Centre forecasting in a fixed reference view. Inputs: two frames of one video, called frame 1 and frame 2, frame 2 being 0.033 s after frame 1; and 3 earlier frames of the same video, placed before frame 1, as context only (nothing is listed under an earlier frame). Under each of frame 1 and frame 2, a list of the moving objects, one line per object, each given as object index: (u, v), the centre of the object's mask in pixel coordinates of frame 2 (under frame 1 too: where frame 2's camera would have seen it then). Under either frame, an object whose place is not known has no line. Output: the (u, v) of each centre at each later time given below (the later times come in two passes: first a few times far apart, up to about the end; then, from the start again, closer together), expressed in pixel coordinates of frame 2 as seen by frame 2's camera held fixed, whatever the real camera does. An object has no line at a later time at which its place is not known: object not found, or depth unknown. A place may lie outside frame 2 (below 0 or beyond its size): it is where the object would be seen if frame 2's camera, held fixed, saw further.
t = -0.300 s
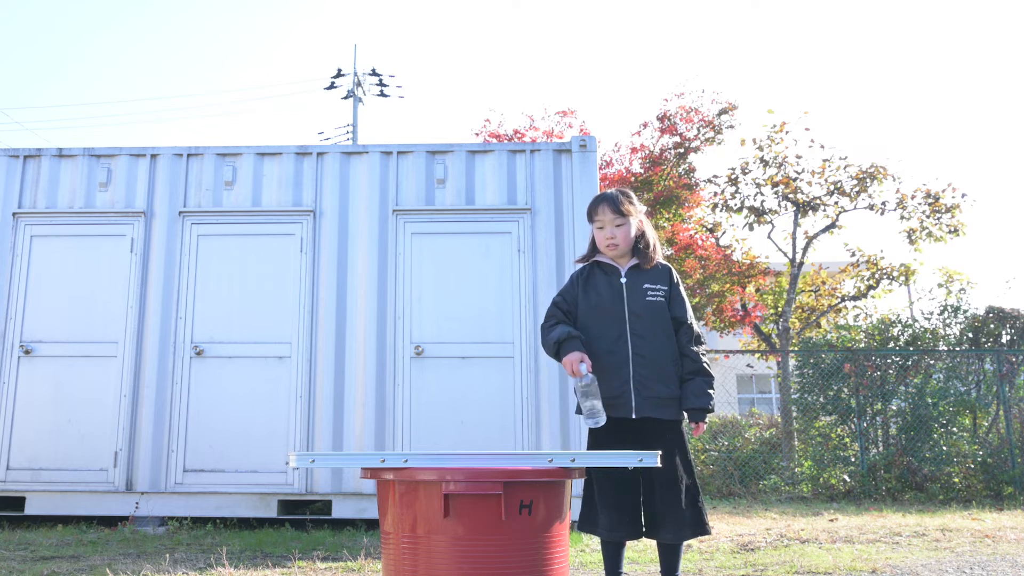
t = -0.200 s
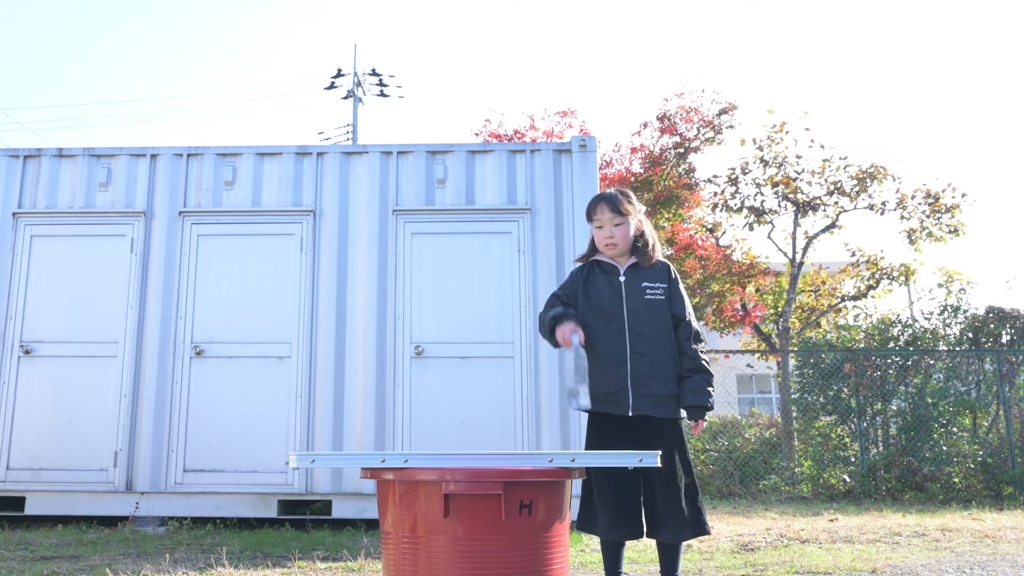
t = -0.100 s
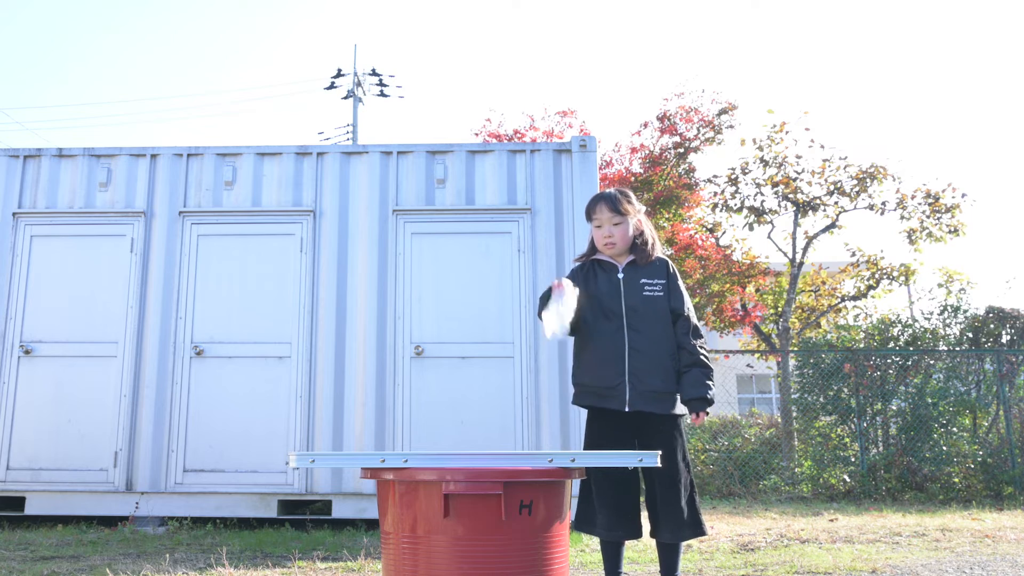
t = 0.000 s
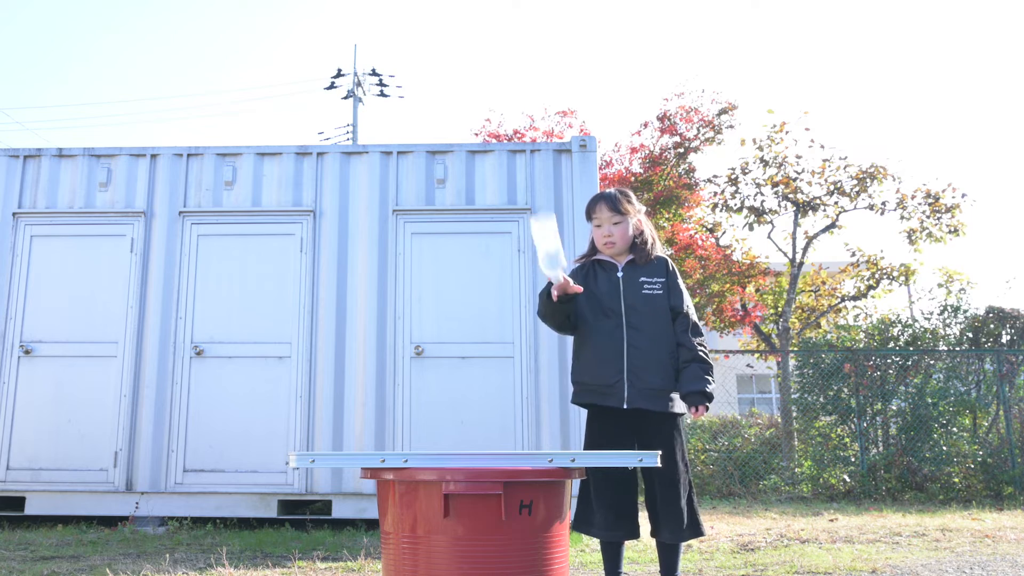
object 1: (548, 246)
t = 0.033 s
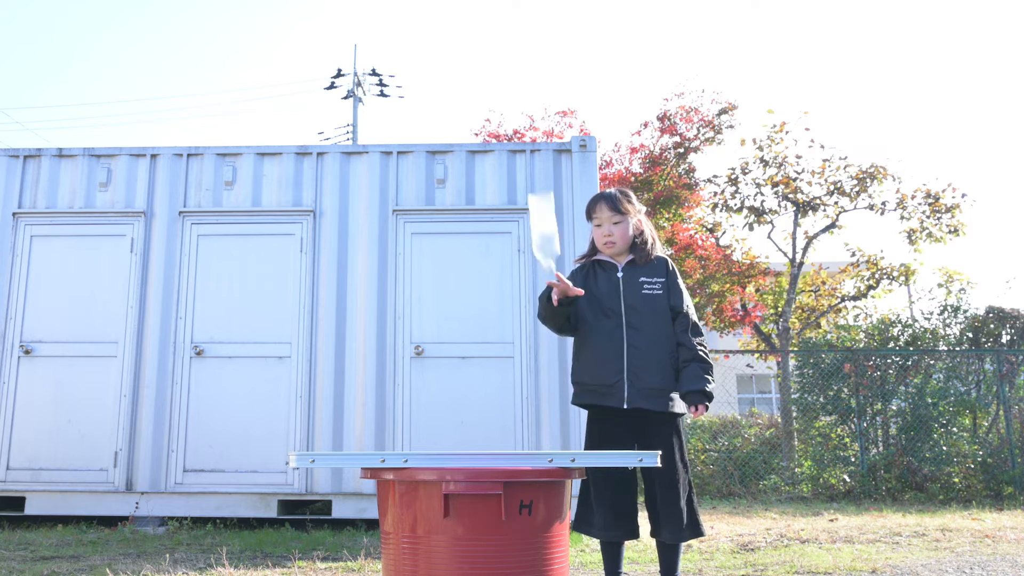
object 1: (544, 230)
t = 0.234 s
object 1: (521, 163)
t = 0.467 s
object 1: (500, 306)
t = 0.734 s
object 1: (474, 404)
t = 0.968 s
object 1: (475, 402)
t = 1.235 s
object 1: (487, 431)
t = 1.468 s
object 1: (476, 433)
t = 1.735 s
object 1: (470, 433)
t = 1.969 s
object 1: (470, 433)
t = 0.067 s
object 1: (539, 212)
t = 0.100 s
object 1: (535, 196)
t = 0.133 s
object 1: (530, 180)
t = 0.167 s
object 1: (526, 169)
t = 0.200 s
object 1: (524, 163)
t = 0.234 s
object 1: (521, 163)
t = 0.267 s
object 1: (518, 167)
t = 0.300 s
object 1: (515, 176)
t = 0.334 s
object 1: (512, 191)
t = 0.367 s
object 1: (509, 210)
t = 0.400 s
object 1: (506, 236)
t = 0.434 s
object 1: (503, 267)
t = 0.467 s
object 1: (500, 306)
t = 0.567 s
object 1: (491, 406)
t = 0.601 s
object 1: (488, 407)
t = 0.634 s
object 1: (485, 407)
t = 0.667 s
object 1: (481, 406)
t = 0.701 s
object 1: (478, 405)
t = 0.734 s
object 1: (474, 404)
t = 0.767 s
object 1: (471, 403)
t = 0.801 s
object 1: (471, 403)
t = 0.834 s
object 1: (471, 402)
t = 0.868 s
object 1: (472, 402)
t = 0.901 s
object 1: (473, 401)
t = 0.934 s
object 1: (474, 401)
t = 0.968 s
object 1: (475, 402)
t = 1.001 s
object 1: (476, 402)
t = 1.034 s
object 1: (477, 403)
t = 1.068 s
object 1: (478, 404)
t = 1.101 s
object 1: (479, 405)
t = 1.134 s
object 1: (481, 407)
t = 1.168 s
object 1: (483, 411)
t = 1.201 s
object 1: (485, 419)
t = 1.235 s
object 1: (487, 431)
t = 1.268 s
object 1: (483, 429)
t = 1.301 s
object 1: (481, 430)
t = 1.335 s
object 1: (479, 433)
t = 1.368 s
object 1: (479, 433)
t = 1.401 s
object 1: (478, 433)
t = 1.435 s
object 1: (477, 433)
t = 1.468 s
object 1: (476, 433)
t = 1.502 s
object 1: (476, 433)
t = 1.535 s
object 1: (476, 433)
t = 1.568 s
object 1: (475, 433)
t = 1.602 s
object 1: (474, 433)
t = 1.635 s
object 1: (473, 433)
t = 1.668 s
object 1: (472, 433)
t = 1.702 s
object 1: (471, 433)
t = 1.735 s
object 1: (470, 433)
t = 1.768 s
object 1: (470, 433)
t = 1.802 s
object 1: (470, 433)
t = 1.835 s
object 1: (469, 433)
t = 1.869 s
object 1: (469, 433)
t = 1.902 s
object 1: (469, 433)
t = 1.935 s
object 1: (470, 433)
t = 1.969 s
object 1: (470, 433)
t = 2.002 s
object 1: (471, 433)
